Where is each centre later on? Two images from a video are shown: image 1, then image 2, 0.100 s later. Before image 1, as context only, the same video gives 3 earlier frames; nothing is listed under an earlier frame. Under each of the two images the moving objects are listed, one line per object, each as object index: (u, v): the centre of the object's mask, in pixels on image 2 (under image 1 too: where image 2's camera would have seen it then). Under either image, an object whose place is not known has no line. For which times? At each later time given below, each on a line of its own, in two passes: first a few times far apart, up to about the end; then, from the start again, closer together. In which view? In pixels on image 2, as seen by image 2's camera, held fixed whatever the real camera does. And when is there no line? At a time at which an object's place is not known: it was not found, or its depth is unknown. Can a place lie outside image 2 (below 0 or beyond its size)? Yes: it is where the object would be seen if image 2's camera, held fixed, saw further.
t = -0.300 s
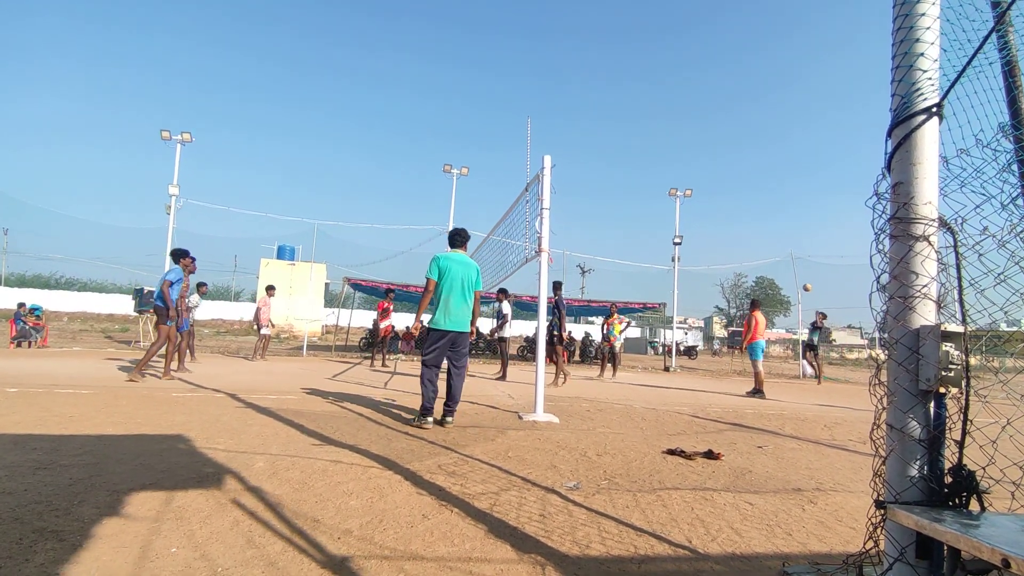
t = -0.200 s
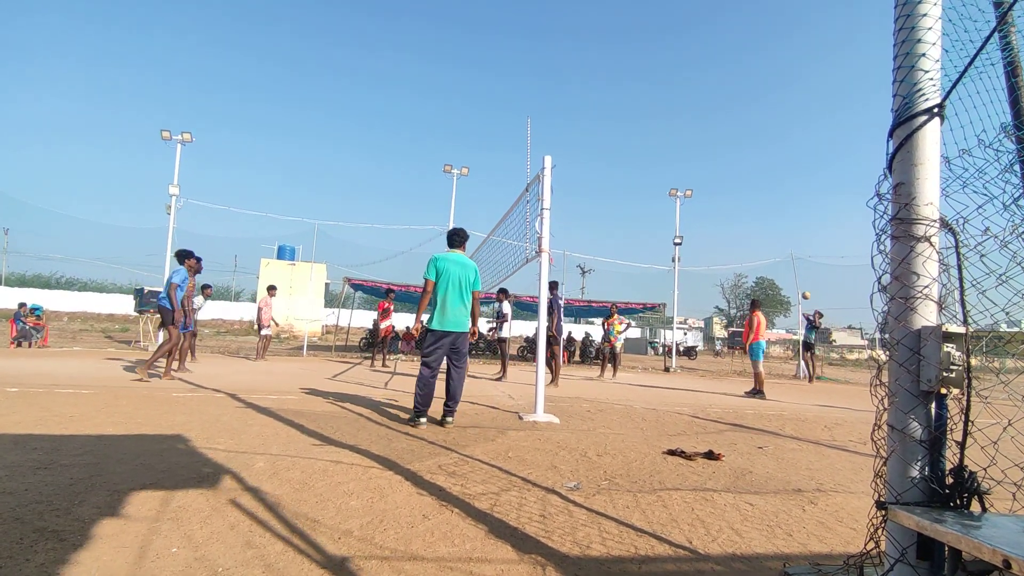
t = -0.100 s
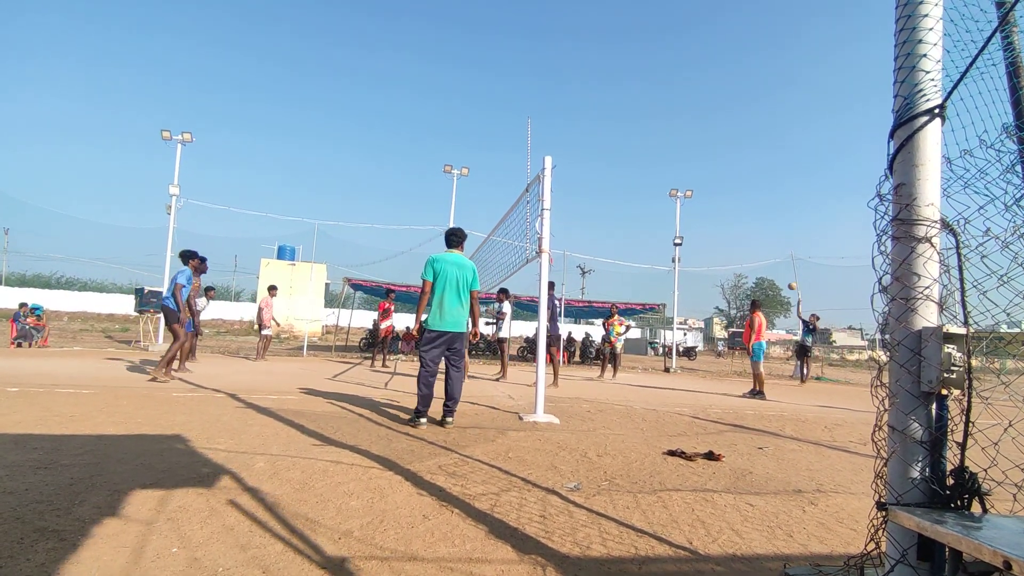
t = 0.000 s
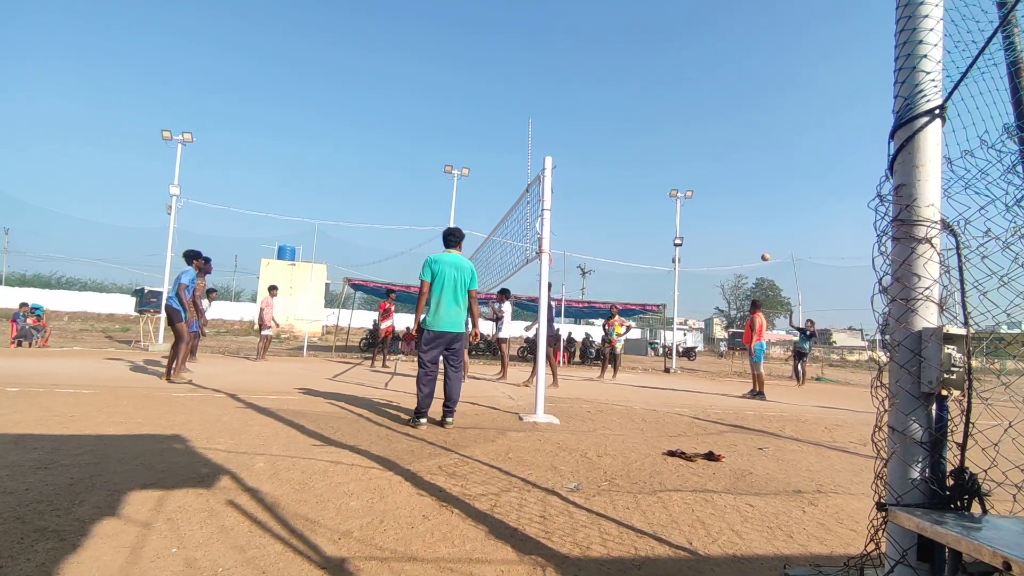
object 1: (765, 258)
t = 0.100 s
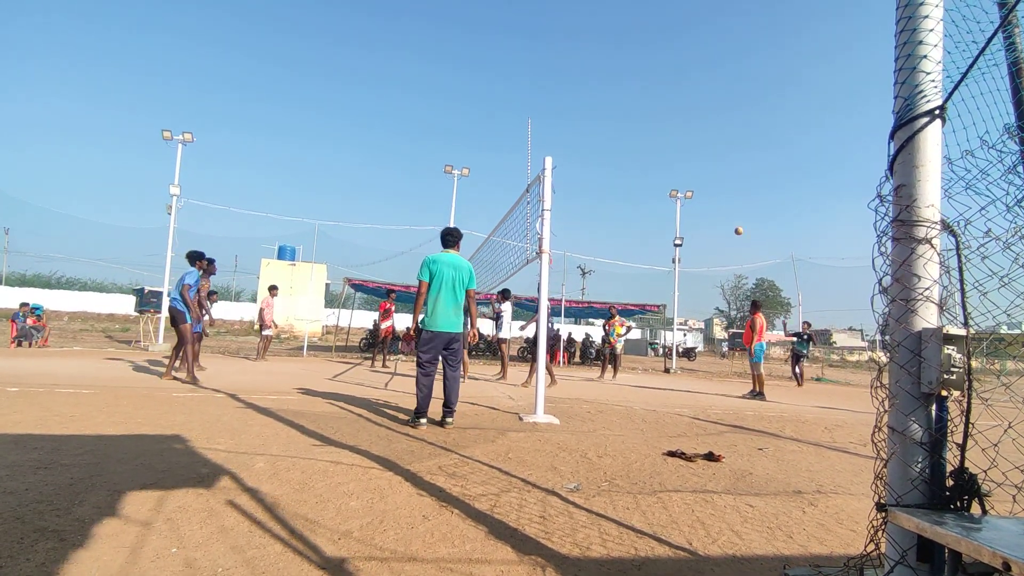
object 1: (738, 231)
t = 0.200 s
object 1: (712, 208)
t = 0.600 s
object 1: (606, 145)
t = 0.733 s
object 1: (570, 136)
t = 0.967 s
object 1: (504, 139)
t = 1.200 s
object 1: (434, 167)
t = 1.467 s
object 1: (342, 231)
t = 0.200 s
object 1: (712, 208)
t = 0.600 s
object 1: (606, 145)
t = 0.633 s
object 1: (597, 142)
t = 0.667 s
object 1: (588, 139)
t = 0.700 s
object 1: (579, 137)
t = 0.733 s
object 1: (570, 136)
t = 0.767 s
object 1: (560, 135)
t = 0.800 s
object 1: (551, 134)
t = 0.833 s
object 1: (542, 134)
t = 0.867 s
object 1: (534, 135)
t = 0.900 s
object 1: (524, 136)
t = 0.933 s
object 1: (514, 138)
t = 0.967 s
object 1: (504, 139)
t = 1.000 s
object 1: (495, 141)
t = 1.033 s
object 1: (485, 145)
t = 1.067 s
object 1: (475, 148)
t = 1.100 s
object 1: (465, 152)
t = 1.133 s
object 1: (455, 156)
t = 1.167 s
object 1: (445, 161)
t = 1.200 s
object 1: (434, 167)
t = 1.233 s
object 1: (424, 173)
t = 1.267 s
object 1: (413, 179)
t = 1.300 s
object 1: (402, 186)
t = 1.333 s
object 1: (391, 194)
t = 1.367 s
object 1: (379, 202)
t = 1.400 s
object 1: (367, 211)
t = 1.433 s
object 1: (355, 220)
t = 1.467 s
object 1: (342, 231)
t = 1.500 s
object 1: (330, 242)
